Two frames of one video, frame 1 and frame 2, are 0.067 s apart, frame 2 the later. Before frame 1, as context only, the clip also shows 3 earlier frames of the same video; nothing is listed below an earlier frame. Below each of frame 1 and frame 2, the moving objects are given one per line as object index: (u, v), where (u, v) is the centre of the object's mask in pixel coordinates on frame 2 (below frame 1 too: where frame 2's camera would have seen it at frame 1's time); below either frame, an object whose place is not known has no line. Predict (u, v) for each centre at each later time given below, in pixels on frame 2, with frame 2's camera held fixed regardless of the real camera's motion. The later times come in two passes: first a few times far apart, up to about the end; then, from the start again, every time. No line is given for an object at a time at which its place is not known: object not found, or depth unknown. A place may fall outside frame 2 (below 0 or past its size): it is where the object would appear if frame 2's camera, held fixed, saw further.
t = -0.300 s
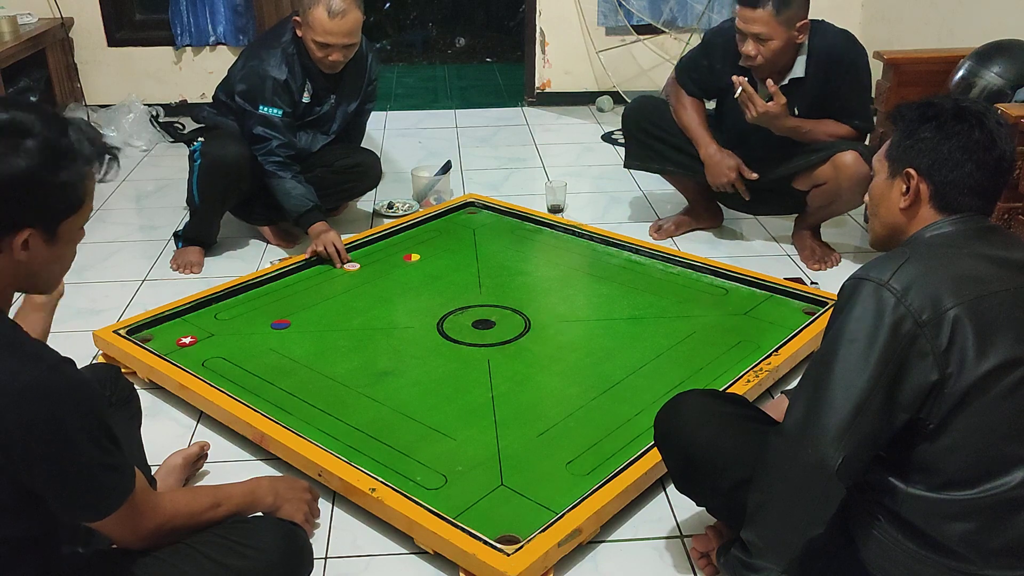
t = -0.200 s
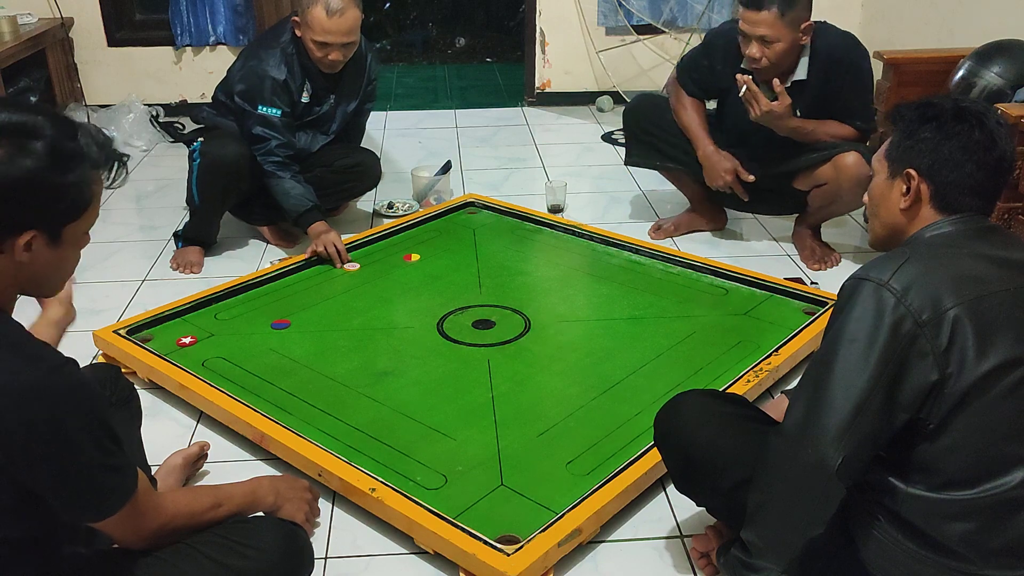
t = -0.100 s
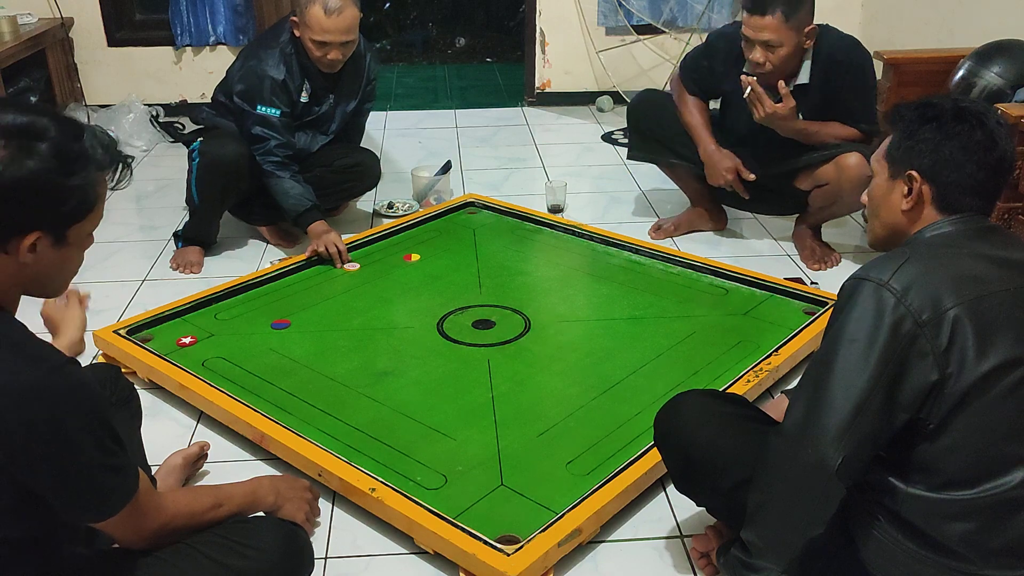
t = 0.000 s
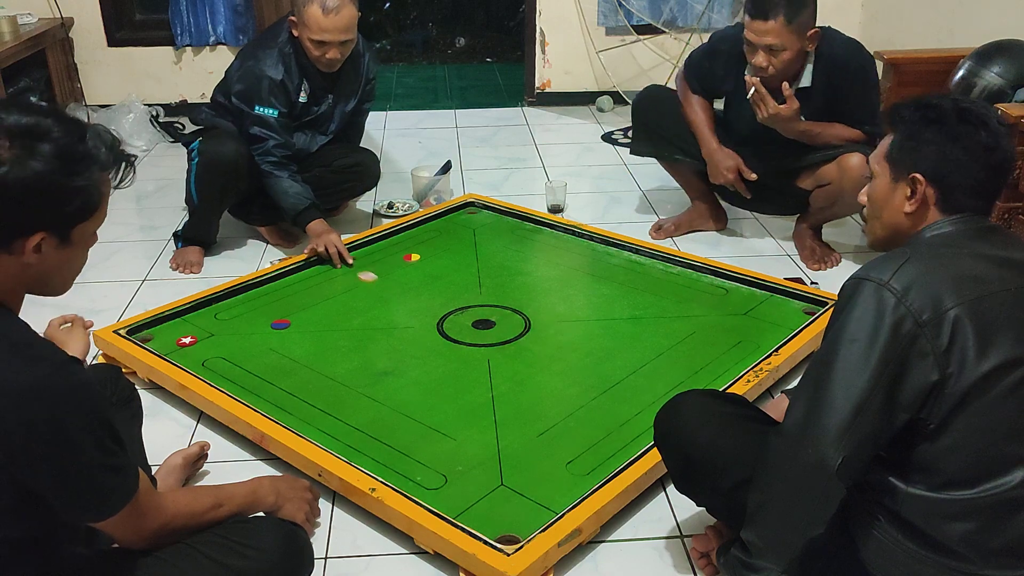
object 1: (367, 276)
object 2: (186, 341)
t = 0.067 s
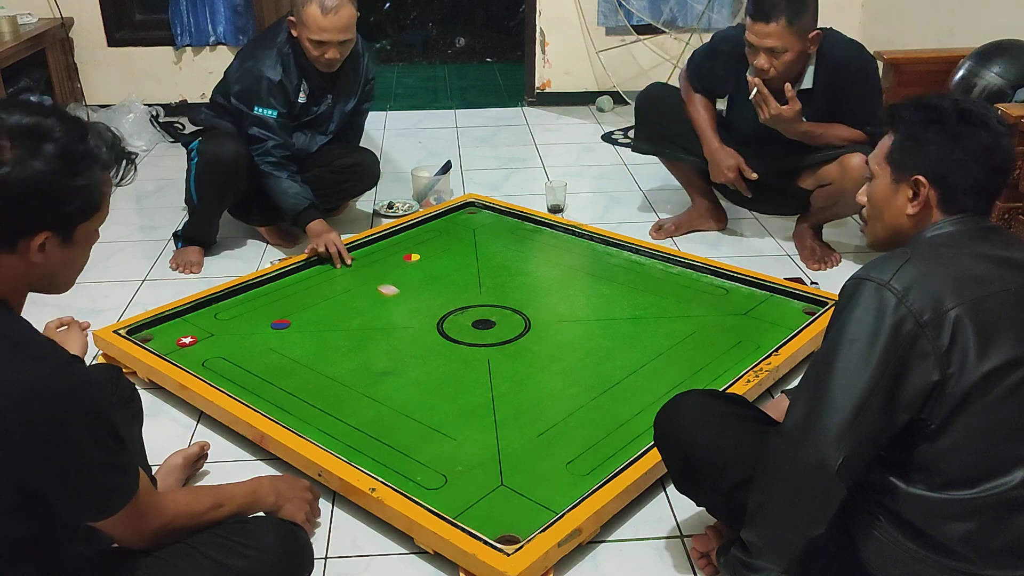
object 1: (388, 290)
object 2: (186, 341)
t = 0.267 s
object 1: (459, 336)
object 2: (187, 341)
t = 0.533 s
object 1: (576, 412)
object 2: (187, 341)
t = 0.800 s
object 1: (563, 432)
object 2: (187, 341)
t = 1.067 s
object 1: (459, 407)
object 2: (187, 341)
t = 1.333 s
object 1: (368, 386)
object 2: (187, 341)
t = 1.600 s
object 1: (288, 367)
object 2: (187, 341)
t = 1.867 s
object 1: (219, 350)
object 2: (187, 341)
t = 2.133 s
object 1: (197, 347)
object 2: (155, 333)
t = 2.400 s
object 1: (193, 349)
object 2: (167, 348)
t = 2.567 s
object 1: (193, 349)
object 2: (174, 355)
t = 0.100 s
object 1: (399, 297)
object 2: (186, 341)
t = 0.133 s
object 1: (410, 304)
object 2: (186, 341)
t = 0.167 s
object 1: (421, 312)
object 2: (186, 341)
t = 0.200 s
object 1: (433, 319)
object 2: (187, 341)
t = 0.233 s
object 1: (446, 327)
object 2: (187, 341)
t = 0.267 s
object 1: (459, 336)
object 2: (187, 341)
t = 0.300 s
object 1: (472, 344)
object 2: (187, 341)
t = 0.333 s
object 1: (485, 353)
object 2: (187, 341)
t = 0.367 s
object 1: (499, 362)
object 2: (187, 341)
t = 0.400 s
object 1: (514, 371)
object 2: (187, 341)
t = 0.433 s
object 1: (528, 381)
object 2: (187, 341)
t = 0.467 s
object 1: (544, 391)
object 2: (187, 341)
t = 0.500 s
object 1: (560, 401)
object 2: (187, 341)
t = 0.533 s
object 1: (576, 412)
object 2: (187, 341)
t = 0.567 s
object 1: (594, 424)
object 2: (187, 341)
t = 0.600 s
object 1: (612, 435)
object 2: (187, 341)
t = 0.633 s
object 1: (628, 447)
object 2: (187, 341)
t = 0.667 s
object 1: (621, 447)
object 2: (187, 341)
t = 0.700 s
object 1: (606, 443)
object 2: (187, 341)
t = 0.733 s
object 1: (591, 440)
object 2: (187, 341)
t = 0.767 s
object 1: (577, 436)
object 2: (187, 341)
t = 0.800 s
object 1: (563, 432)
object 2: (187, 341)
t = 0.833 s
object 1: (549, 429)
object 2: (187, 341)
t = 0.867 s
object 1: (536, 426)
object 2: (187, 341)
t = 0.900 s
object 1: (522, 422)
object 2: (187, 341)
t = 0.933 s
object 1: (509, 419)
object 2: (187, 341)
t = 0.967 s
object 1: (496, 416)
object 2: (187, 341)
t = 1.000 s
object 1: (484, 413)
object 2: (187, 341)
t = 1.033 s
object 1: (471, 410)
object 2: (187, 341)
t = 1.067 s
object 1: (459, 407)
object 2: (187, 341)
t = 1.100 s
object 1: (447, 404)
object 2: (187, 341)
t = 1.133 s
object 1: (435, 402)
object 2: (187, 341)
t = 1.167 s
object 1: (423, 399)
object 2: (187, 341)
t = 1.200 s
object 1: (412, 396)
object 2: (187, 341)
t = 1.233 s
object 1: (401, 393)
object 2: (187, 341)
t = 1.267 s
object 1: (389, 391)
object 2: (187, 341)
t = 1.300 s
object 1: (379, 388)
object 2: (187, 341)
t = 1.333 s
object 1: (368, 386)
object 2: (187, 341)
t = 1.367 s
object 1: (357, 383)
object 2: (187, 341)
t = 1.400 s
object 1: (347, 381)
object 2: (187, 341)
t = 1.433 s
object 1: (337, 378)
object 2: (187, 341)
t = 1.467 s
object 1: (327, 376)
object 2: (187, 341)
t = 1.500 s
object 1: (317, 373)
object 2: (187, 341)
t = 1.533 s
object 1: (307, 371)
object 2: (187, 341)
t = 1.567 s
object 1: (297, 369)
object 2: (187, 341)
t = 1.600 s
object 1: (288, 367)
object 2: (187, 341)
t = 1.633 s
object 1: (279, 365)
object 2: (187, 341)
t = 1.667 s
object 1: (270, 363)
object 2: (187, 341)
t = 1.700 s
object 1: (261, 361)
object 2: (187, 341)
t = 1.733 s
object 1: (253, 359)
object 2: (187, 341)
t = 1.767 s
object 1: (244, 357)
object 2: (187, 341)
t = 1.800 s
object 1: (236, 355)
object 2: (187, 341)
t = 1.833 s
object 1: (228, 353)
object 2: (187, 341)
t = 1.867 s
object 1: (219, 350)
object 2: (187, 341)
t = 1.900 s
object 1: (212, 348)
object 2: (187, 341)
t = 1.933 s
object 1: (204, 346)
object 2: (187, 341)
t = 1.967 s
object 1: (201, 346)
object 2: (182, 340)
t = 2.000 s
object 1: (200, 346)
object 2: (175, 337)
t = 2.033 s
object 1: (199, 347)
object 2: (169, 335)
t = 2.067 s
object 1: (198, 347)
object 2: (163, 334)
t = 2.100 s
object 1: (197, 347)
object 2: (156, 332)
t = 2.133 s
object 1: (197, 347)
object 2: (155, 333)
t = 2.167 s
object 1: (196, 348)
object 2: (157, 334)
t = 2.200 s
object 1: (195, 348)
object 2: (159, 336)
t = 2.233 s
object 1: (195, 348)
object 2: (160, 338)
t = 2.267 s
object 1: (194, 348)
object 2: (161, 340)
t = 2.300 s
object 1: (194, 348)
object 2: (163, 342)
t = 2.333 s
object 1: (194, 349)
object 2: (164, 344)
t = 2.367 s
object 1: (193, 349)
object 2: (166, 346)
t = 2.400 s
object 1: (193, 349)
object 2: (167, 348)
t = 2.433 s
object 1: (192, 349)
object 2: (168, 349)
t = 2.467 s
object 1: (192, 349)
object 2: (170, 351)
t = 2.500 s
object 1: (192, 349)
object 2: (172, 353)
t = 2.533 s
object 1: (193, 349)
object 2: (173, 354)
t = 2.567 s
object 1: (193, 349)
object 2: (174, 355)
